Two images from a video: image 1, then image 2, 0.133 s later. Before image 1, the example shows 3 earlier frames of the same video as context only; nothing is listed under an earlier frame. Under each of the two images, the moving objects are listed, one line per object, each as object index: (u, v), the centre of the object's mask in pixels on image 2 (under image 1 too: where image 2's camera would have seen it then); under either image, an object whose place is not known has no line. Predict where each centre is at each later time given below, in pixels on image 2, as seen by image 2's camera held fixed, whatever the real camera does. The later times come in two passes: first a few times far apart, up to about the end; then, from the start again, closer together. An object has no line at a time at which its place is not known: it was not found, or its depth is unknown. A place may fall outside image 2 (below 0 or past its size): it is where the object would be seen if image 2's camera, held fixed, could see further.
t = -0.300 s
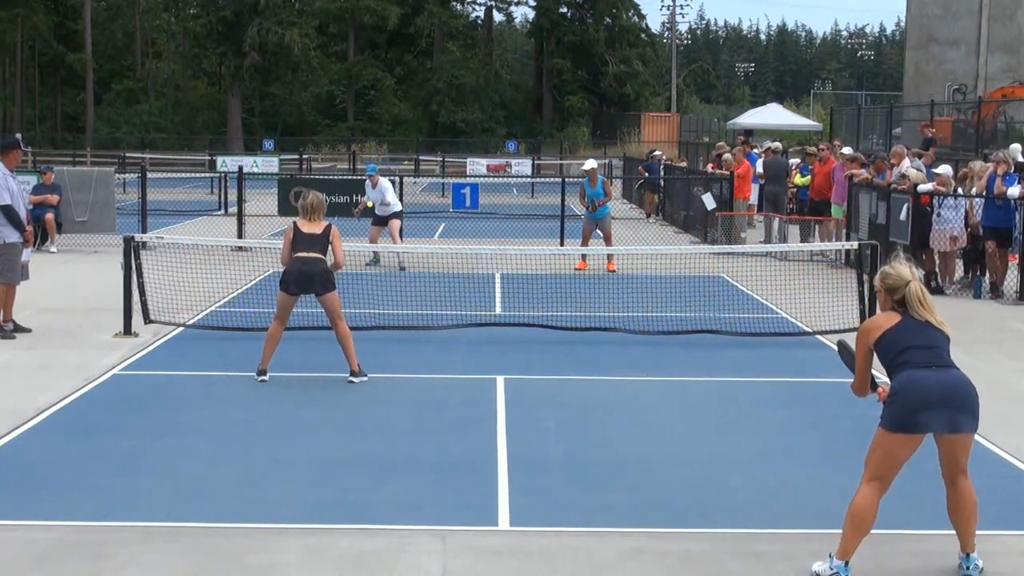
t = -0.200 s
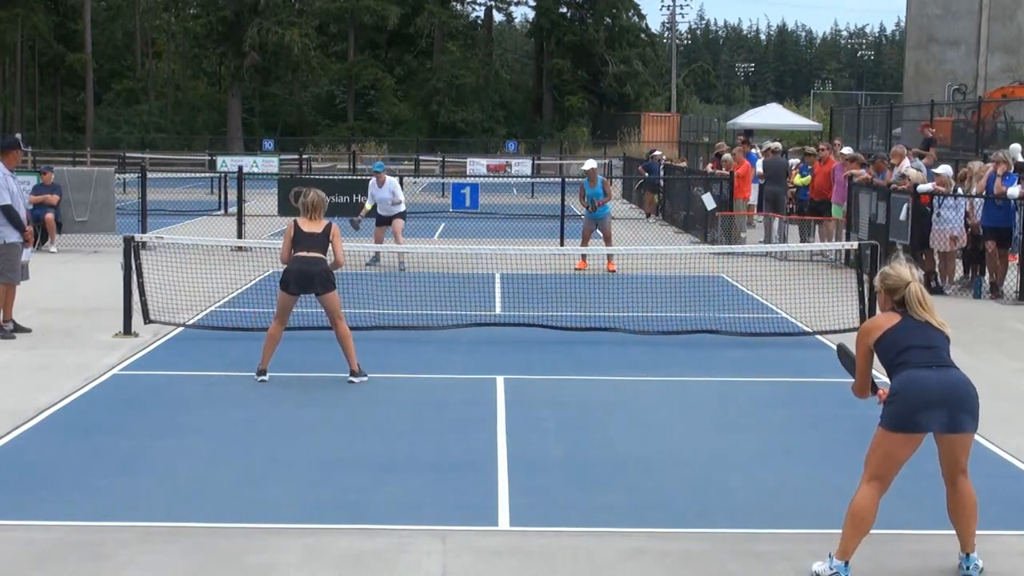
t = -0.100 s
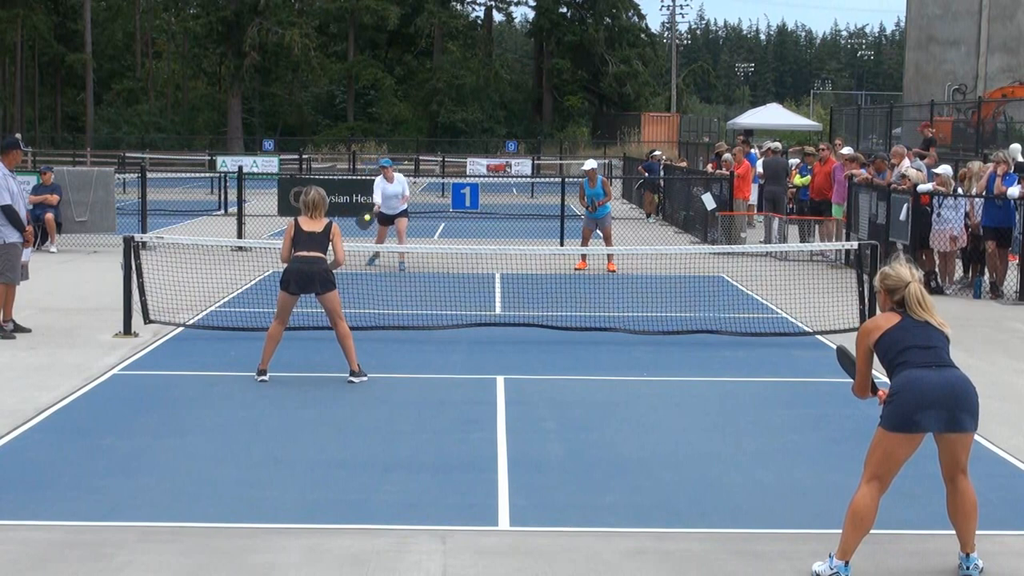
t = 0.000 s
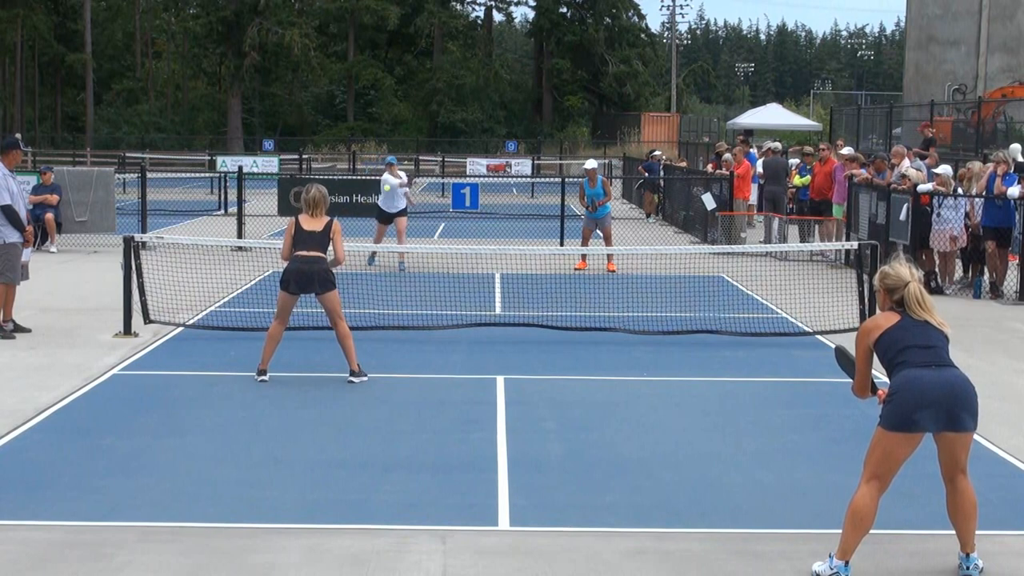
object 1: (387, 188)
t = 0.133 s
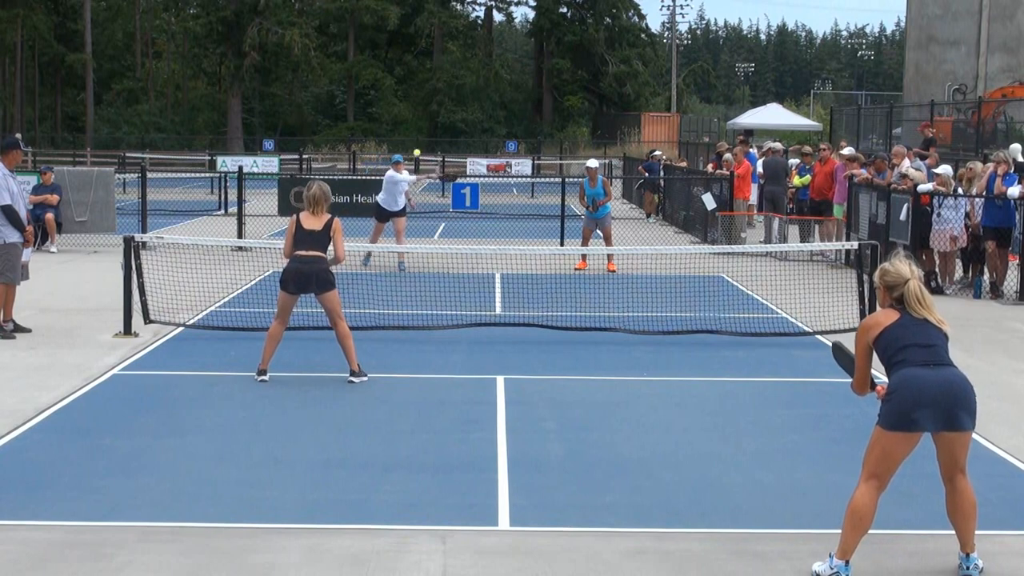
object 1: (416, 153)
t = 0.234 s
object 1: (439, 136)
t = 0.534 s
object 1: (516, 153)
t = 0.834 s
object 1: (607, 320)
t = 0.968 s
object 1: (652, 435)
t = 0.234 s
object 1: (439, 136)
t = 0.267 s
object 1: (447, 132)
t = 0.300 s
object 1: (456, 130)
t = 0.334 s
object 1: (464, 129)
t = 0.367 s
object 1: (472, 129)
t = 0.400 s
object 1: (481, 131)
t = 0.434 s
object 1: (489, 134)
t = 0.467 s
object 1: (498, 139)
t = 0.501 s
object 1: (507, 145)
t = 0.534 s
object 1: (516, 153)
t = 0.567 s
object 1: (526, 162)
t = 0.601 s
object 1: (535, 174)
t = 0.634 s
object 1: (544, 188)
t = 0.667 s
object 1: (555, 204)
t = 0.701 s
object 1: (564, 222)
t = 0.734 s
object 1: (574, 242)
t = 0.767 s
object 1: (585, 265)
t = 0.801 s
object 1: (596, 291)
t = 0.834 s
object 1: (607, 320)
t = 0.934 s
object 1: (643, 425)
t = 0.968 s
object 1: (652, 435)
